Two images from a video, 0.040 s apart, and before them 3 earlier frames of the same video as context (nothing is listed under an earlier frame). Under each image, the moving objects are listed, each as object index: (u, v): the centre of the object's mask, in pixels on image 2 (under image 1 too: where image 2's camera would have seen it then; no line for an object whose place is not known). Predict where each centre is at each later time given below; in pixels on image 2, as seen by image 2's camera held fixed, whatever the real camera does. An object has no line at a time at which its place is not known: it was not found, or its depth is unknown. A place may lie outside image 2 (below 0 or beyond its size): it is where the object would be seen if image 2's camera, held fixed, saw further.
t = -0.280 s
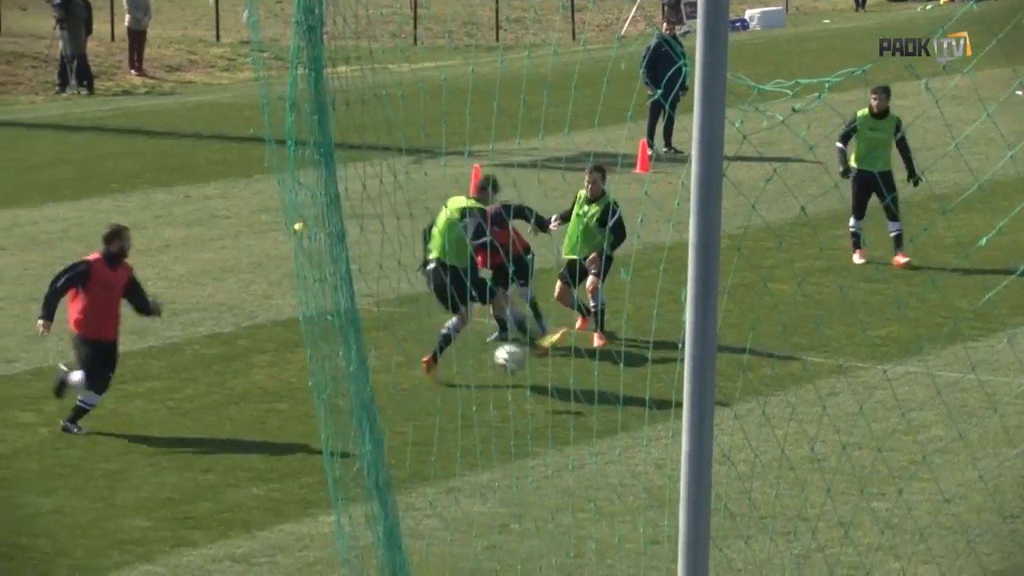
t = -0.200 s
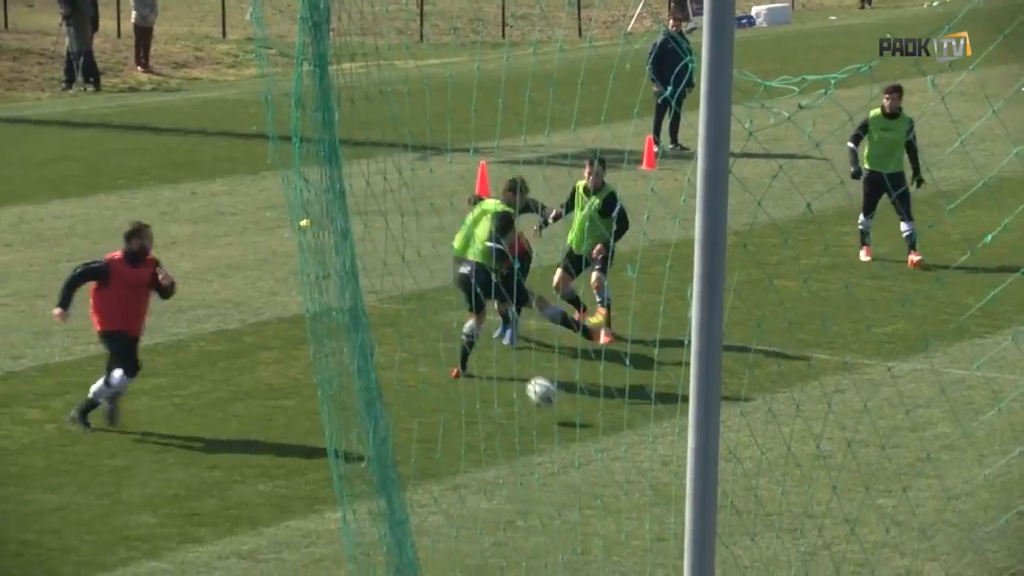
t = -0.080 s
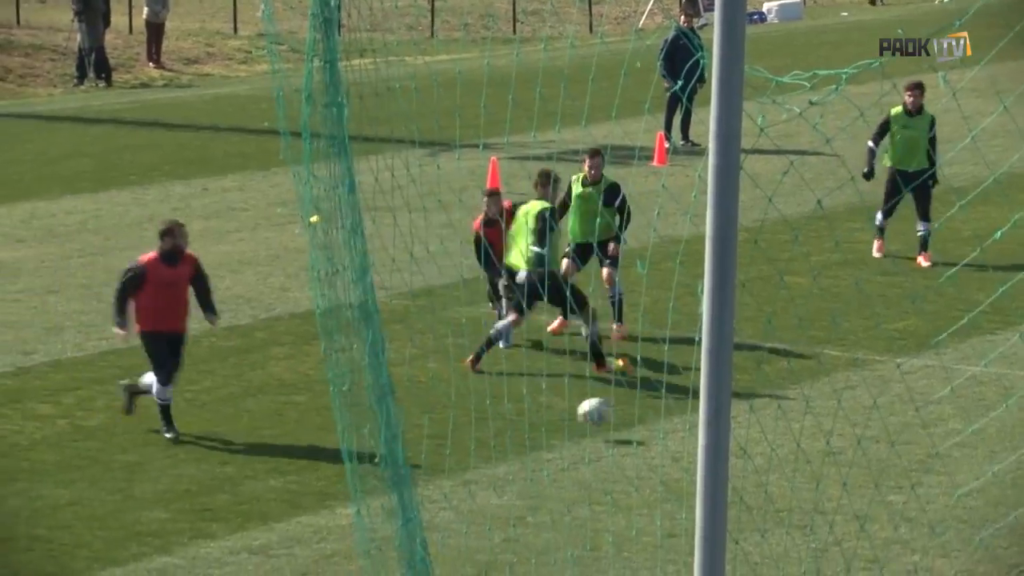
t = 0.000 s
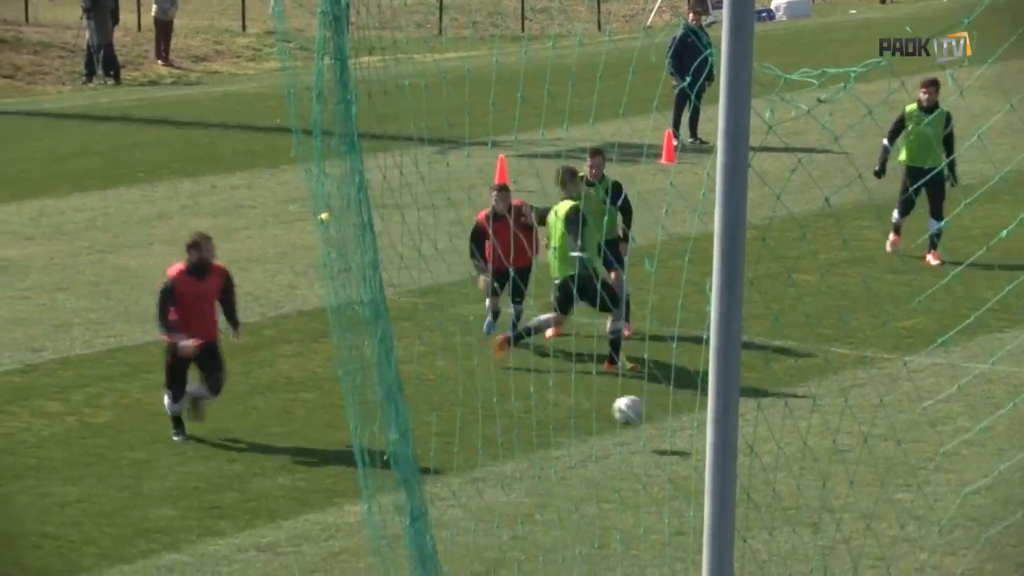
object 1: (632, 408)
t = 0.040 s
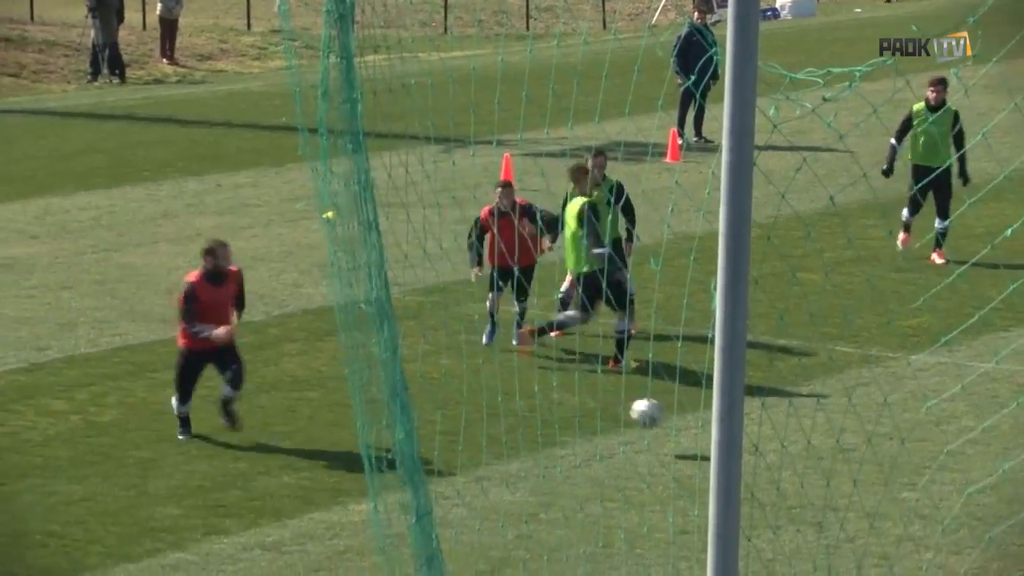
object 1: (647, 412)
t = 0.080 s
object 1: (660, 419)
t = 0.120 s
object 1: (673, 427)
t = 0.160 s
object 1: (686, 439)
